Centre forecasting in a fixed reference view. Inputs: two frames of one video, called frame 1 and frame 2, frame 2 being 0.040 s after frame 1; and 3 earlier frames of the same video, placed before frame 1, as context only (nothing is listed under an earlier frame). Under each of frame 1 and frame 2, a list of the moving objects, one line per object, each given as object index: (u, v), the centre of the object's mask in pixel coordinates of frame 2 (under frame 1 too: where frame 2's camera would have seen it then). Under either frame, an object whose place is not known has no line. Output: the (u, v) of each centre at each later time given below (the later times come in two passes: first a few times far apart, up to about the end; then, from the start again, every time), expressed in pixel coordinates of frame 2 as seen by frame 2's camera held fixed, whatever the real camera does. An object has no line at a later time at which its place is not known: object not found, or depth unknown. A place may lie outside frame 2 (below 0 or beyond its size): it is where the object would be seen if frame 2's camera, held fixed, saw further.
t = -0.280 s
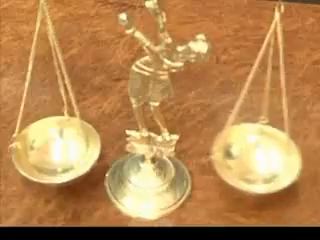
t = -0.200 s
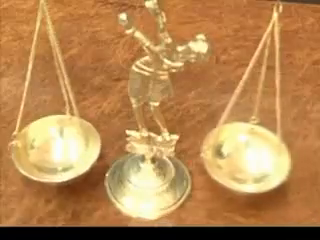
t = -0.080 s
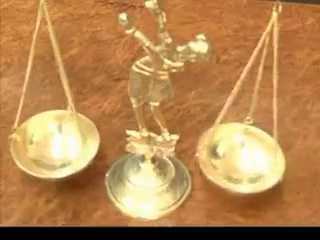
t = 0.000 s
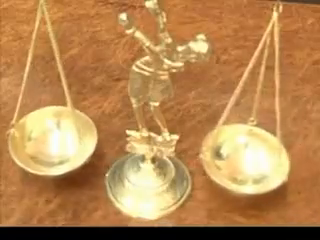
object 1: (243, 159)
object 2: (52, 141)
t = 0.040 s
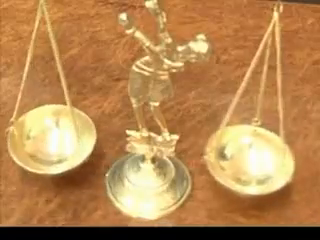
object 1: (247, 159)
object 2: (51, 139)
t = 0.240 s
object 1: (273, 161)
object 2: (49, 140)
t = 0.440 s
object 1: (273, 160)
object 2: (53, 148)
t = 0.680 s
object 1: (242, 158)
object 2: (56, 146)
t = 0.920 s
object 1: (250, 159)
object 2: (50, 138)
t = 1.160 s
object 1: (276, 160)
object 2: (49, 144)
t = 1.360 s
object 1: (264, 159)
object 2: (55, 148)
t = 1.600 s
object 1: (239, 158)
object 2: (56, 141)
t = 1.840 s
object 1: (258, 159)
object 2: (48, 139)
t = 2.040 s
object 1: (277, 160)
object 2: (49, 146)
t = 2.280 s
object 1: (255, 159)
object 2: (57, 146)
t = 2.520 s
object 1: (240, 158)
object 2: (53, 139)
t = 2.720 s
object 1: (261, 159)
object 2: (47, 142)
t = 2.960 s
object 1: (275, 161)
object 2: (52, 148)
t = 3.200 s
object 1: (248, 159)
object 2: (58, 143)
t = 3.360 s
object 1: (239, 157)
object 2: (54, 140)
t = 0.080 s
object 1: (253, 160)
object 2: (50, 138)
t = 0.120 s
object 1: (258, 160)
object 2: (50, 138)
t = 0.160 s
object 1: (264, 161)
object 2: (49, 138)
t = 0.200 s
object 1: (269, 161)
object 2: (49, 139)
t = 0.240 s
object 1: (273, 161)
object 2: (49, 140)
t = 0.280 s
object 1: (276, 161)
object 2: (49, 142)
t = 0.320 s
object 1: (277, 160)
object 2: (50, 143)
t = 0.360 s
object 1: (277, 160)
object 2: (51, 145)
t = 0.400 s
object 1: (276, 160)
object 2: (52, 146)
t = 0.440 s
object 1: (273, 160)
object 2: (53, 148)
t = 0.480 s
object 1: (269, 159)
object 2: (54, 148)
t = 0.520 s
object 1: (260, 159)
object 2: (55, 149)
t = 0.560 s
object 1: (256, 159)
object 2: (56, 149)
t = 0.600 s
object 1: (249, 158)
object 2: (56, 148)
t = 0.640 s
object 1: (246, 158)
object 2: (56, 147)
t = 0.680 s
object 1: (242, 158)
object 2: (56, 146)
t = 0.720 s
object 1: (240, 158)
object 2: (56, 144)
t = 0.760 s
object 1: (239, 158)
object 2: (55, 142)
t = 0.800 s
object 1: (239, 158)
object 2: (54, 141)
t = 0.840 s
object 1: (242, 158)
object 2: (53, 139)
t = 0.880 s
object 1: (245, 159)
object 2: (51, 138)
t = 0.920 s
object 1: (250, 159)
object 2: (50, 138)
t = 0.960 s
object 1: (256, 160)
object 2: (49, 137)
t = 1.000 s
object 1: (261, 160)
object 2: (49, 138)
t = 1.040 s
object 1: (267, 160)
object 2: (48, 139)
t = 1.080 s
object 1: (270, 160)
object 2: (48, 141)
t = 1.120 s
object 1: (274, 160)
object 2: (48, 142)
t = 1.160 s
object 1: (276, 160)
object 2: (49, 144)
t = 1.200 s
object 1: (277, 160)
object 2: (50, 145)
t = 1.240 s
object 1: (275, 160)
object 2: (51, 146)
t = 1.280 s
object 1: (273, 160)
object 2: (53, 147)
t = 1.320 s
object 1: (269, 160)
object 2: (54, 148)
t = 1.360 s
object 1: (264, 159)
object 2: (55, 148)
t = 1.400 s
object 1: (259, 159)
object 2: (56, 147)
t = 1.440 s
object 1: (253, 159)
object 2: (57, 147)
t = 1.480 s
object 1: (248, 159)
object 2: (57, 146)
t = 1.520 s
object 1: (244, 158)
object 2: (57, 144)
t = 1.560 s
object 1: (240, 158)
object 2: (57, 143)
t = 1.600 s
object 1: (239, 158)
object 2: (56, 141)
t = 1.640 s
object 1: (239, 158)
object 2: (54, 140)
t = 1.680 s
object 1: (240, 158)
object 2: (53, 139)
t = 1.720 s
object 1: (243, 158)
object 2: (52, 138)
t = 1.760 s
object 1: (248, 159)
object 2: (50, 138)
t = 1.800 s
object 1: (254, 159)
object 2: (49, 139)
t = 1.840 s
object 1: (258, 159)
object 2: (48, 139)
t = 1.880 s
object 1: (264, 160)
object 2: (47, 140)
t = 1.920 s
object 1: (269, 160)
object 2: (47, 142)
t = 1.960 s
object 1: (273, 160)
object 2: (47, 143)
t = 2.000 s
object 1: (275, 160)
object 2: (48, 145)
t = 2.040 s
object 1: (277, 160)
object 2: (49, 146)
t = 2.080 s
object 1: (276, 160)
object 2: (51, 147)
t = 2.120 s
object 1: (275, 160)
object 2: (52, 147)
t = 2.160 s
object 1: (271, 160)
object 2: (54, 148)
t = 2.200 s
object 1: (265, 160)
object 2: (55, 147)
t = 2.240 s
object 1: (260, 160)
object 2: (57, 147)
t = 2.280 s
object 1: (255, 159)
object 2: (57, 146)
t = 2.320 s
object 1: (251, 159)
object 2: (58, 145)
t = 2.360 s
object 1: (246, 159)
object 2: (58, 144)
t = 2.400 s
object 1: (242, 158)
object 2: (57, 142)
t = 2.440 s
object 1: (240, 158)
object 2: (56, 141)
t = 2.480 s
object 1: (239, 158)
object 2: (55, 140)
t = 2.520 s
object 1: (240, 158)
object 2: (53, 139)
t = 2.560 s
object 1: (242, 158)
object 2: (52, 139)
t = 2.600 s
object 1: (246, 158)
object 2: (50, 139)
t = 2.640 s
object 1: (250, 158)
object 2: (49, 140)
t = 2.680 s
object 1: (256, 159)
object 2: (48, 141)
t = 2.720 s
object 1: (261, 159)
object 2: (47, 142)
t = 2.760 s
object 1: (266, 159)
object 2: (46, 143)
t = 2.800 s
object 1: (271, 160)
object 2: (47, 145)
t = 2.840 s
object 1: (274, 160)
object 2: (48, 146)
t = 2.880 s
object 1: (276, 160)
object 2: (49, 147)
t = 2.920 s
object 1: (276, 160)
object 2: (50, 148)
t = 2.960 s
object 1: (275, 161)
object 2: (52, 148)
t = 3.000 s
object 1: (272, 161)
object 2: (54, 148)
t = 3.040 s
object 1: (267, 160)
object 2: (55, 148)
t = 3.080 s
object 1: (263, 160)
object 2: (57, 147)
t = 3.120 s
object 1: (257, 160)
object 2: (58, 146)
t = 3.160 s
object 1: (253, 159)
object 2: (58, 144)
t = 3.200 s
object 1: (248, 159)
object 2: (58, 143)
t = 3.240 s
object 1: (243, 158)
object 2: (58, 142)
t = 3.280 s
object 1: (240, 158)
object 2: (57, 141)
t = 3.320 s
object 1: (239, 157)
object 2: (55, 140)
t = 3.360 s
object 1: (239, 157)
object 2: (54, 140)
